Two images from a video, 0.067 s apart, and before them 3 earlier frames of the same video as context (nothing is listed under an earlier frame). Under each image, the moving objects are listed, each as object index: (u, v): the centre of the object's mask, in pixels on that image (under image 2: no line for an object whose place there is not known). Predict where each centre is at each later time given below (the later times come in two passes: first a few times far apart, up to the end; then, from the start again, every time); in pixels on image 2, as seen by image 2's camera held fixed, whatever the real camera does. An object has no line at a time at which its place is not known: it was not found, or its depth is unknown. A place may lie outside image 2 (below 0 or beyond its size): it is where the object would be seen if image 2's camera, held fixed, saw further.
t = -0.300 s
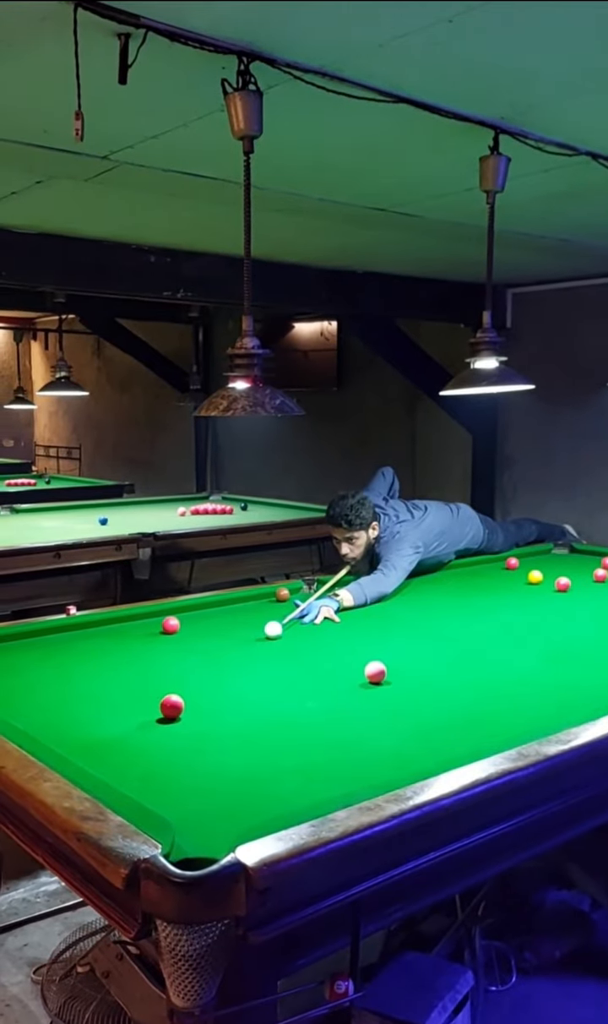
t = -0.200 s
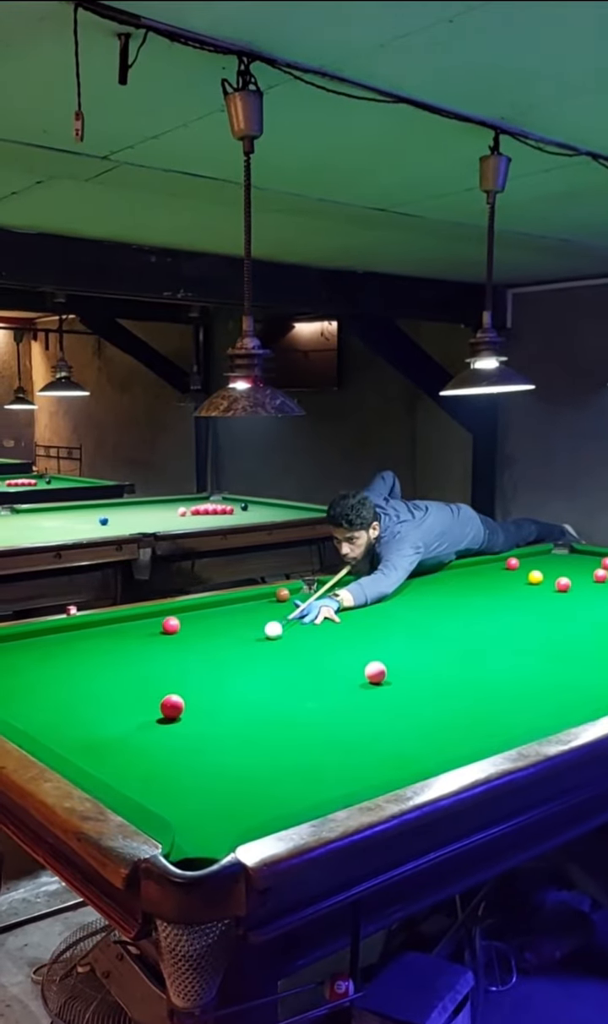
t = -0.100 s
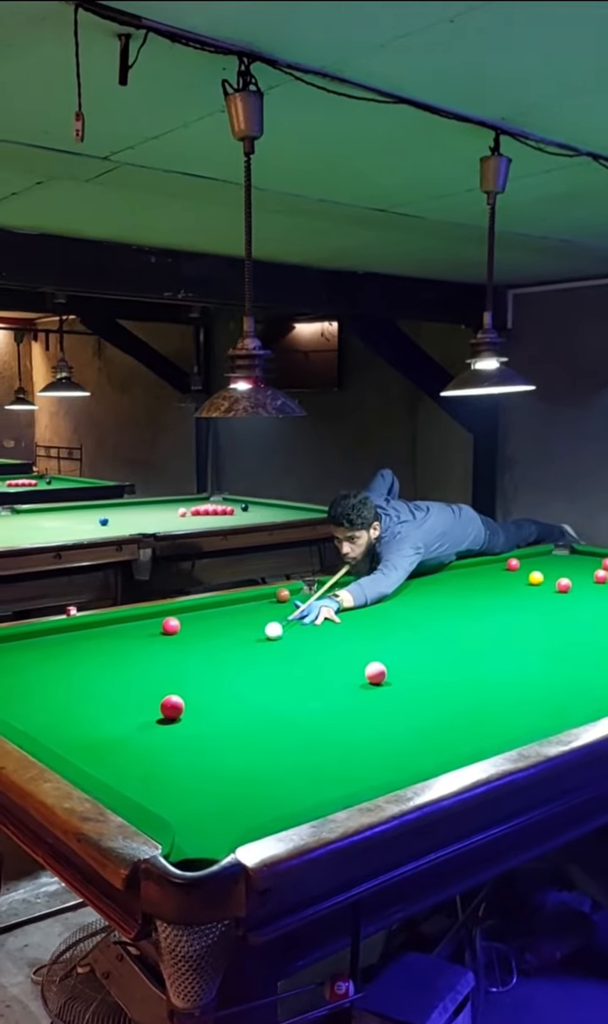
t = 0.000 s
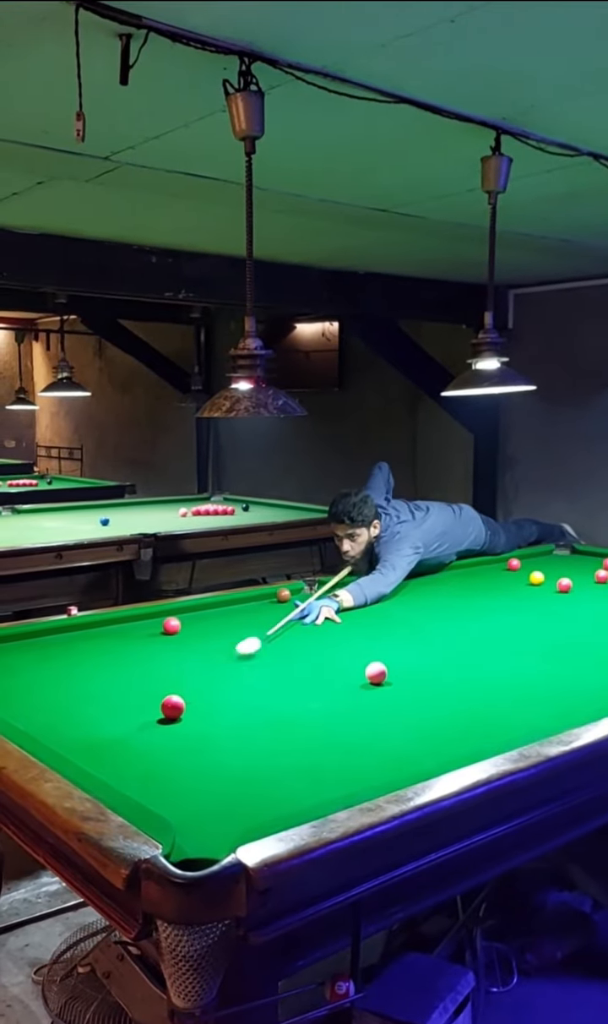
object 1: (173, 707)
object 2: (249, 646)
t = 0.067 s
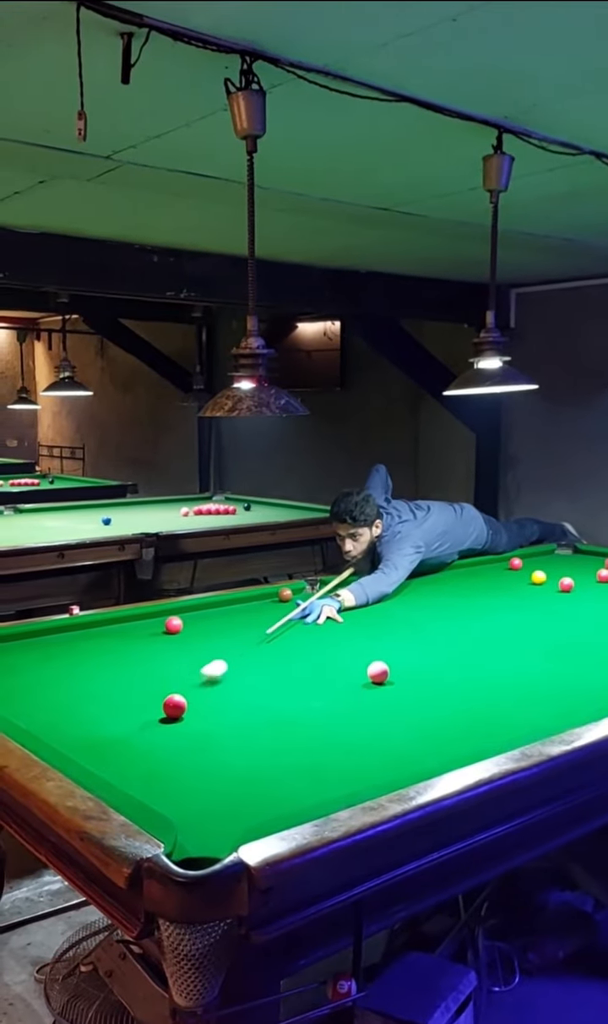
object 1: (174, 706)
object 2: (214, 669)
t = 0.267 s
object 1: (168, 767)
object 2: (100, 706)
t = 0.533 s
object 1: (256, 805)
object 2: (49, 704)
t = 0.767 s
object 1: (274, 754)
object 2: (110, 685)
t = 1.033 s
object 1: (289, 712)
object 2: (170, 667)
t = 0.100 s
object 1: (174, 706)
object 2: (194, 684)
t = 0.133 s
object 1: (174, 710)
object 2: (173, 694)
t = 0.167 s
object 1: (173, 721)
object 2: (153, 700)
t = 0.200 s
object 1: (172, 735)
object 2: (134, 702)
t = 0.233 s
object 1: (170, 751)
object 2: (118, 704)
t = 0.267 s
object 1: (168, 767)
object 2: (100, 706)
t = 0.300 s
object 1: (167, 785)
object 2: (83, 708)
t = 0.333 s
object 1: (167, 800)
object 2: (65, 709)
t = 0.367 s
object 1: (178, 810)
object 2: (47, 711)
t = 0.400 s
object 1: (202, 815)
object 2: (30, 713)
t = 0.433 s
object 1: (225, 818)
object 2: (18, 711)
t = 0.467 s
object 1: (244, 818)
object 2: (29, 711)
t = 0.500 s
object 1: (253, 812)
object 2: (40, 708)
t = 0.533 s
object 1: (256, 805)
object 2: (49, 704)
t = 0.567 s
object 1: (259, 797)
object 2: (59, 701)
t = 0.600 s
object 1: (262, 789)
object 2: (68, 698)
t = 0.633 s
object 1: (265, 782)
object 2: (77, 696)
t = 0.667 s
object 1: (267, 774)
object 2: (86, 692)
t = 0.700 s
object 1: (269, 767)
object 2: (94, 690)
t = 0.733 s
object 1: (272, 760)
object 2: (103, 687)
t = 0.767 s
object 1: (274, 754)
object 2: (110, 685)
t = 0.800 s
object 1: (276, 748)
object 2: (118, 682)
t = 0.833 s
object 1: (278, 742)
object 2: (126, 680)
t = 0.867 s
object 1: (280, 737)
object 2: (134, 677)
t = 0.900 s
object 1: (282, 731)
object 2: (141, 675)
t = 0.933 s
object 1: (284, 726)
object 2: (149, 673)
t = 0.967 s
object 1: (285, 721)
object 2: (156, 671)
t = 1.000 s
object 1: (287, 717)
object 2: (163, 669)
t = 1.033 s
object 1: (289, 712)
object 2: (170, 667)
